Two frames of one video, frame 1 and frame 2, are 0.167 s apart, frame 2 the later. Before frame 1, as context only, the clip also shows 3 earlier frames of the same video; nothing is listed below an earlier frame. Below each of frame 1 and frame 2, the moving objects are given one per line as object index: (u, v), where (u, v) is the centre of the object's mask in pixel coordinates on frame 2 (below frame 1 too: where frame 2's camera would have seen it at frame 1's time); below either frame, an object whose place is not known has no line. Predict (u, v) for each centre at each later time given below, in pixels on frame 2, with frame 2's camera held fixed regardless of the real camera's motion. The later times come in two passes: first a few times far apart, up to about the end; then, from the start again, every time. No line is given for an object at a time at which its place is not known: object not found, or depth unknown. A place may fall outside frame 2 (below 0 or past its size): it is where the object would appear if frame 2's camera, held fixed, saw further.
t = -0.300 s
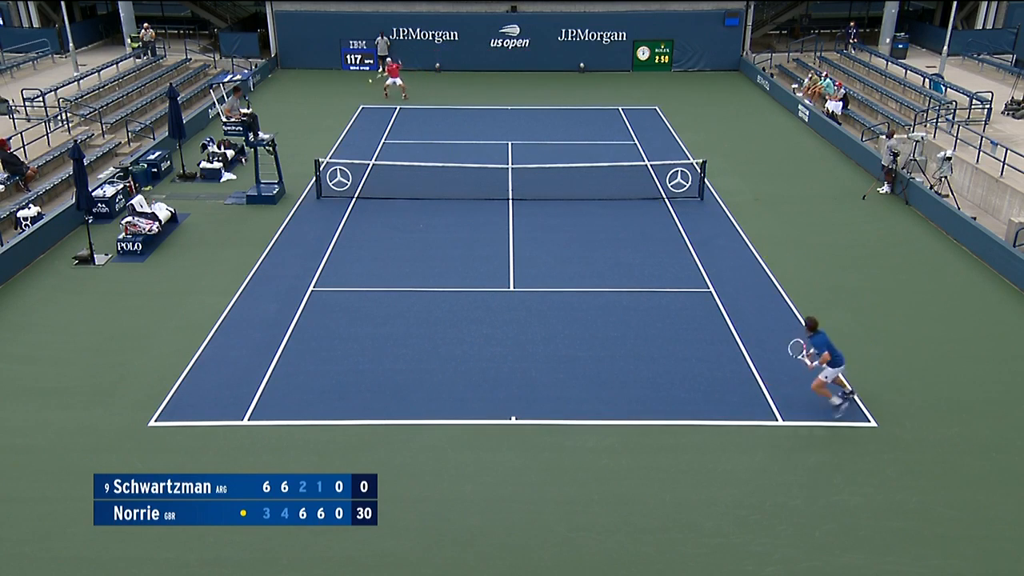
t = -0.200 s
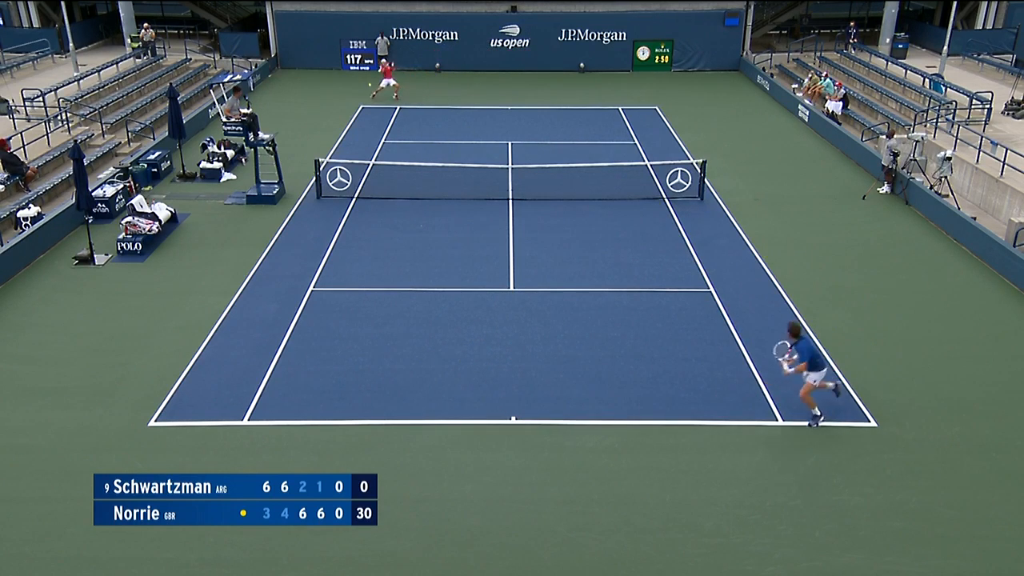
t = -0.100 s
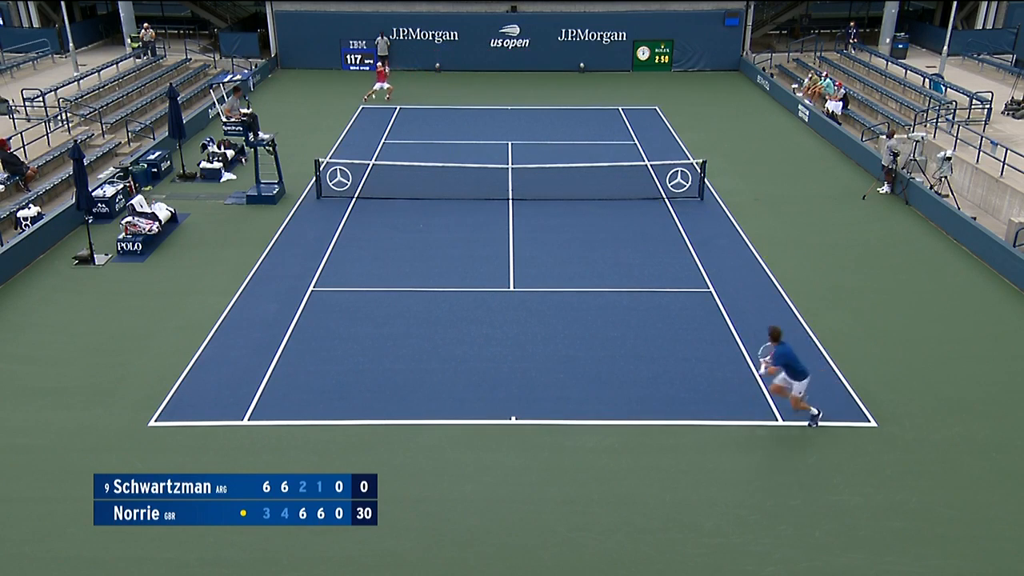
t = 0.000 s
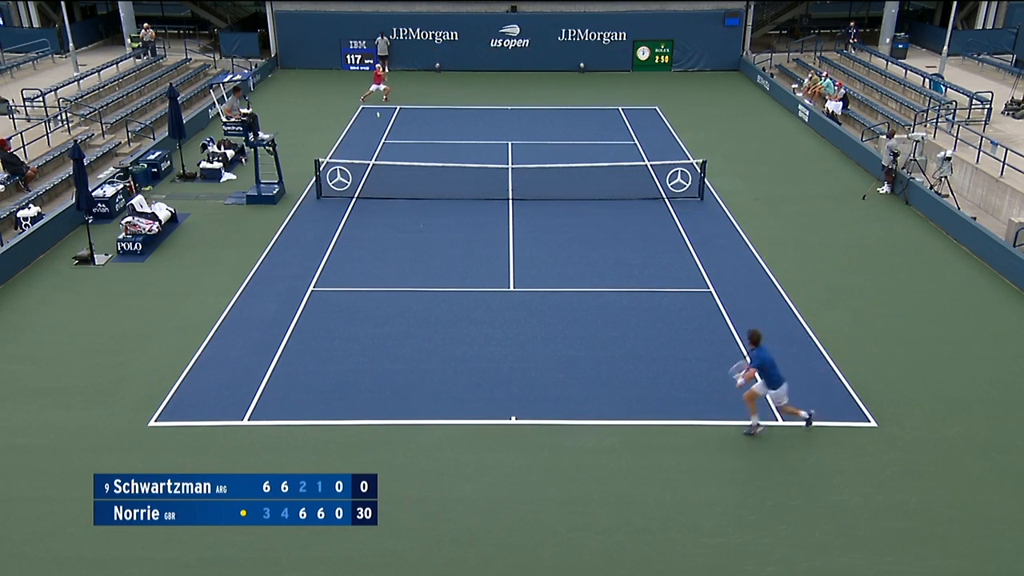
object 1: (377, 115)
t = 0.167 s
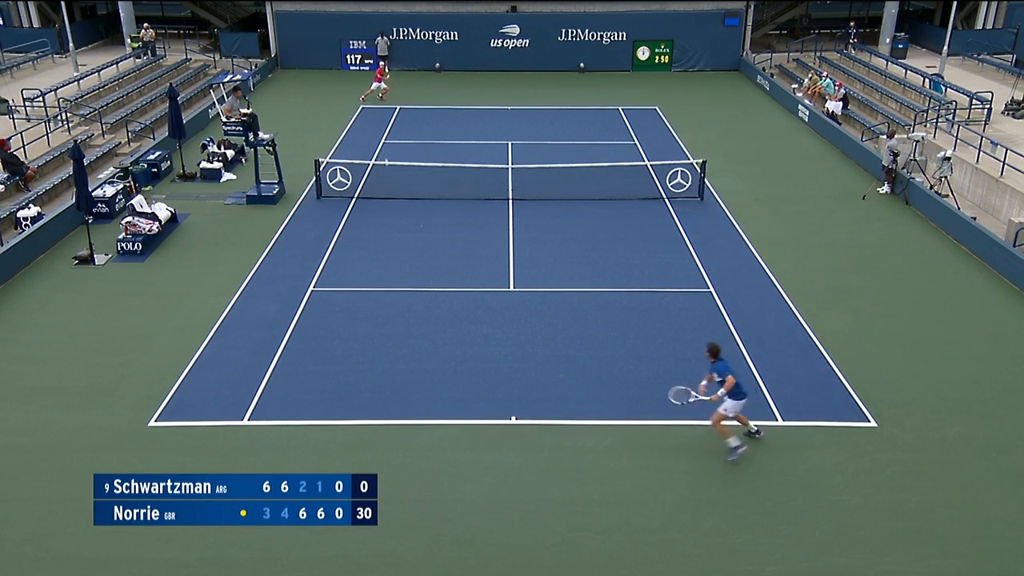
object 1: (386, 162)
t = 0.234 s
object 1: (390, 188)
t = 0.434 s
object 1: (404, 301)
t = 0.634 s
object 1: (418, 373)
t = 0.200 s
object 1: (388, 175)
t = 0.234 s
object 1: (390, 188)
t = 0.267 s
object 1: (392, 204)
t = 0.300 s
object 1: (394, 220)
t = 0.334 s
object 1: (396, 238)
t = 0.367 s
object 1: (399, 257)
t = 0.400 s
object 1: (401, 278)
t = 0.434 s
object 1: (404, 301)
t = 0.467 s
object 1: (406, 326)
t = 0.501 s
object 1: (409, 344)
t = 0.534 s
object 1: (411, 349)
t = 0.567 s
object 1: (413, 356)
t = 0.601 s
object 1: (416, 364)
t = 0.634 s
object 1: (418, 373)
